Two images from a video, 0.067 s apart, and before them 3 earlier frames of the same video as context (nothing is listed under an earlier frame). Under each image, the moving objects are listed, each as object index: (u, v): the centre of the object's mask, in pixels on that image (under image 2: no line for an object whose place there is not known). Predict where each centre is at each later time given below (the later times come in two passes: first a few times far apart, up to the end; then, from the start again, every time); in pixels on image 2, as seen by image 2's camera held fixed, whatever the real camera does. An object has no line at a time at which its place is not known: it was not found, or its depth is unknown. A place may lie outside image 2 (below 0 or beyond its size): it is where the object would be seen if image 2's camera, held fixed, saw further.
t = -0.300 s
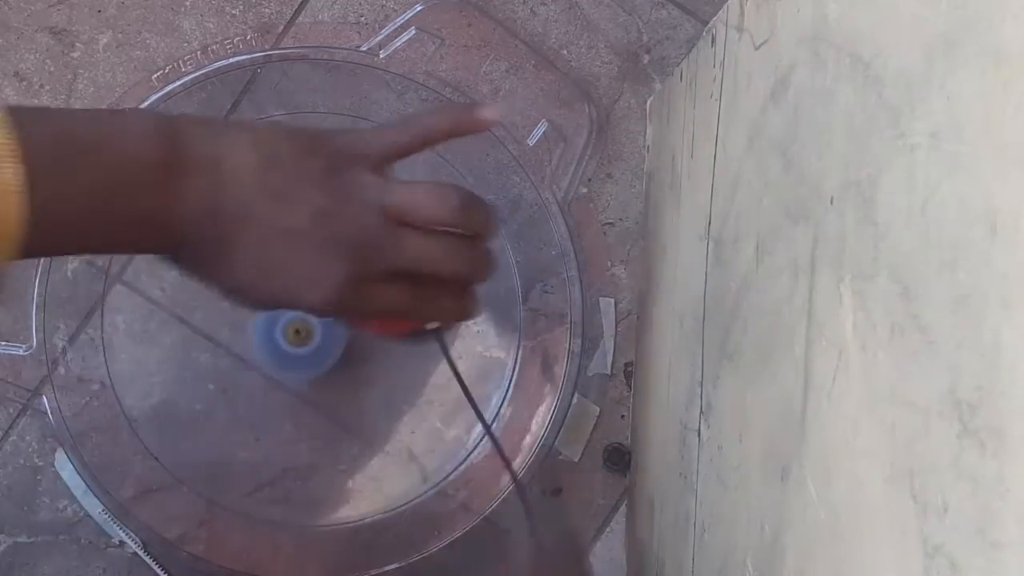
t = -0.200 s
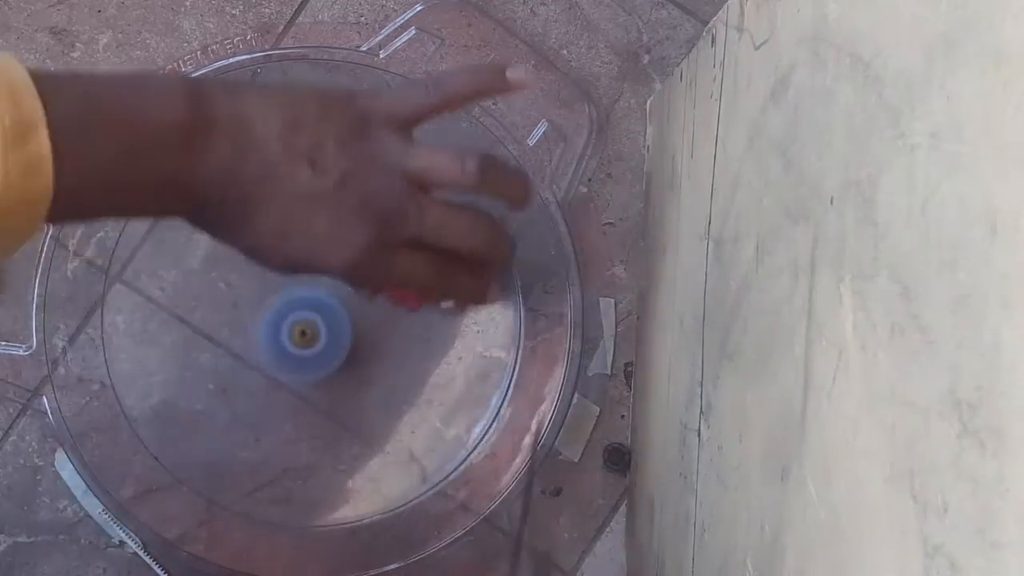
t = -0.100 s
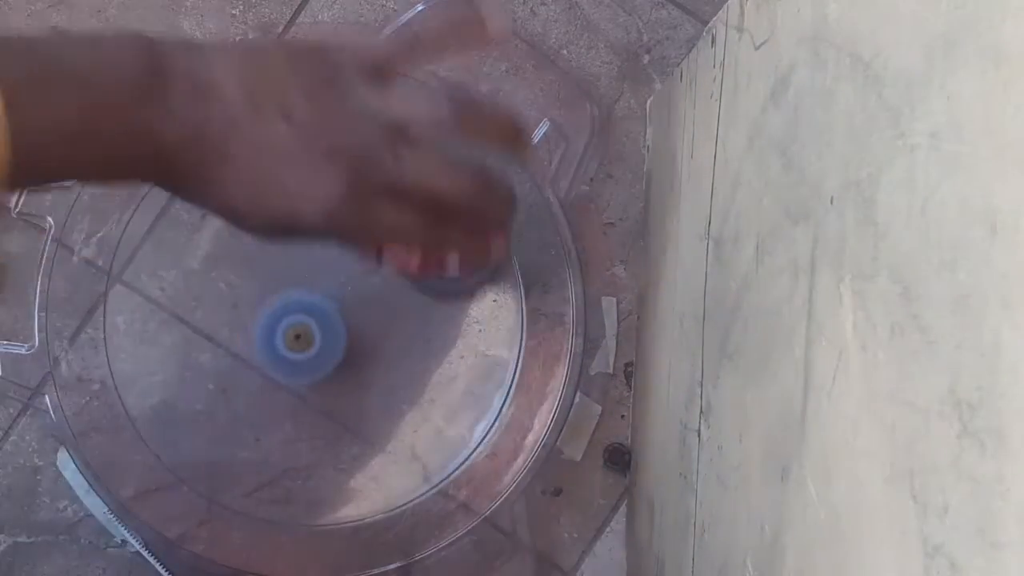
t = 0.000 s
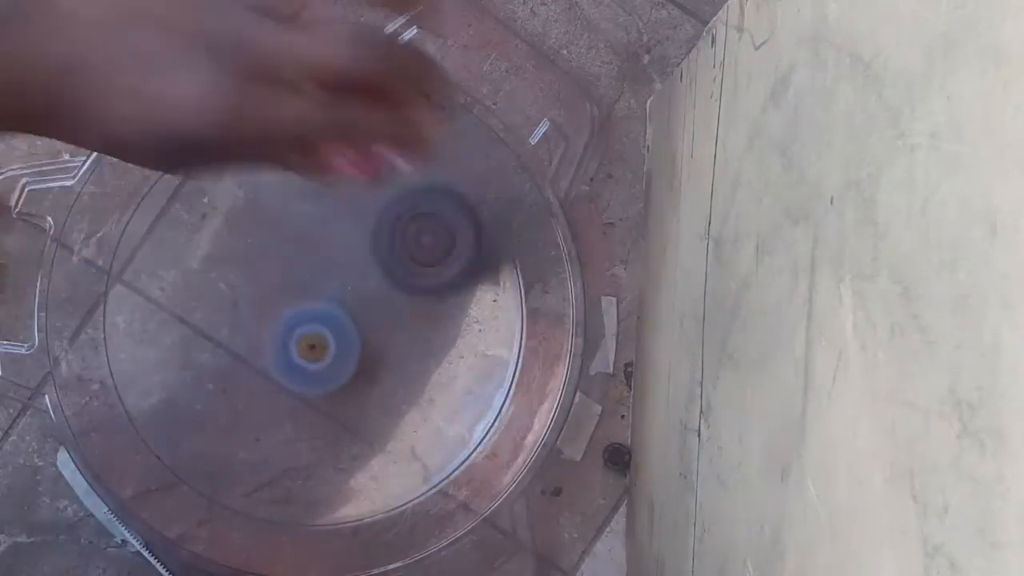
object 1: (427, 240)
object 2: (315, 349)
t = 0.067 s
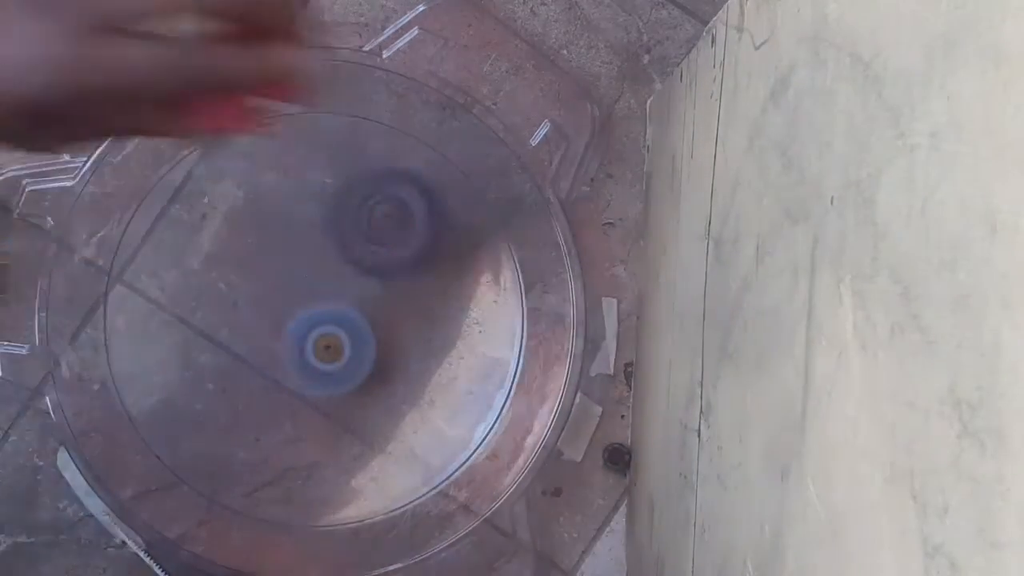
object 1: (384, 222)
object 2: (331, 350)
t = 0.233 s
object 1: (283, 223)
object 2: (345, 357)
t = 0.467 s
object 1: (192, 385)
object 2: (354, 349)
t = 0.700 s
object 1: (271, 487)
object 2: (336, 328)
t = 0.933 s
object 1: (357, 425)
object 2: (326, 263)
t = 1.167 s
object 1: (348, 365)
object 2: (362, 255)
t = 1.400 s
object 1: (280, 473)
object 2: (367, 187)
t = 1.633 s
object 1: (308, 474)
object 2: (341, 228)
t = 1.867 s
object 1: (283, 366)
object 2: (265, 261)
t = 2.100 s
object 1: (246, 346)
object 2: (238, 221)
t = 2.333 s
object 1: (238, 336)
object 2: (254, 216)
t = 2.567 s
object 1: (279, 364)
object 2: (310, 183)
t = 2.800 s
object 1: (345, 343)
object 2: (353, 200)
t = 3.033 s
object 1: (357, 333)
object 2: (371, 185)
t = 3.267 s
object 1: (338, 326)
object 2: (372, 212)
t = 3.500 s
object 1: (285, 380)
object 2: (344, 212)
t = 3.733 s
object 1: (276, 403)
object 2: (320, 263)
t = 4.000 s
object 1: (284, 395)
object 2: (303, 279)
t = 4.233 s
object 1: (300, 409)
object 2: (303, 221)
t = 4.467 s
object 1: (326, 378)
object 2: (303, 221)
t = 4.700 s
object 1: (331, 366)
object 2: (282, 179)
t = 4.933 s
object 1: (328, 361)
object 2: (290, 192)
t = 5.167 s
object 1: (297, 342)
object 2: (319, 221)
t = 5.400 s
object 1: (265, 342)
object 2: (365, 227)
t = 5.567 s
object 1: (265, 330)
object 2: (379, 246)
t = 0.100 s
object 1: (361, 211)
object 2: (336, 349)
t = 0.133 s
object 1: (339, 201)
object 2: (338, 349)
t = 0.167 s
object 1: (319, 205)
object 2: (341, 351)
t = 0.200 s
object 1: (299, 211)
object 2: (344, 354)
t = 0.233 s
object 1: (283, 223)
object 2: (345, 357)
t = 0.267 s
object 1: (267, 245)
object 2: (344, 356)
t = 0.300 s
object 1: (255, 267)
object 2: (342, 354)
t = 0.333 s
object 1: (248, 297)
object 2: (343, 349)
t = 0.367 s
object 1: (238, 318)
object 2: (347, 348)
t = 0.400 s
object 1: (216, 339)
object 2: (354, 349)
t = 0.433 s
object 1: (201, 356)
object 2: (353, 350)
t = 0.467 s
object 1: (192, 385)
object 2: (354, 349)
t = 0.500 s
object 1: (187, 416)
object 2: (352, 340)
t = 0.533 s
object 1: (190, 438)
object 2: (350, 335)
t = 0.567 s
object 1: (203, 459)
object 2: (348, 329)
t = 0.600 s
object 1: (217, 474)
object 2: (345, 327)
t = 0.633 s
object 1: (236, 486)
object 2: (344, 327)
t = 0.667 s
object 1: (253, 489)
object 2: (341, 327)
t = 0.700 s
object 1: (271, 487)
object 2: (336, 328)
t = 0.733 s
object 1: (294, 478)
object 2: (332, 330)
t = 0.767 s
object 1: (314, 467)
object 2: (327, 332)
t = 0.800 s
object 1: (330, 450)
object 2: (321, 334)
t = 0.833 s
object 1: (337, 433)
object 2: (322, 329)
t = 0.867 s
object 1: (345, 430)
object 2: (327, 307)
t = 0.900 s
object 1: (356, 430)
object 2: (325, 282)
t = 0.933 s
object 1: (357, 425)
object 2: (326, 263)
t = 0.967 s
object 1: (360, 420)
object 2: (326, 253)
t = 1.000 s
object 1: (360, 412)
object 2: (331, 248)
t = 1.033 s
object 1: (362, 404)
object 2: (339, 246)
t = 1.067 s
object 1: (361, 395)
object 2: (345, 245)
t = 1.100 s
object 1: (359, 386)
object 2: (352, 247)
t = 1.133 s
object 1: (356, 375)
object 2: (357, 250)
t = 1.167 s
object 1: (348, 365)
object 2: (362, 255)
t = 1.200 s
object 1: (338, 360)
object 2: (365, 258)
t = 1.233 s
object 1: (320, 384)
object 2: (374, 229)
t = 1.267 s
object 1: (302, 408)
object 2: (376, 203)
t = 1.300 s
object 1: (291, 428)
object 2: (374, 189)
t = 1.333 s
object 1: (284, 447)
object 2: (371, 183)
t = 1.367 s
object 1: (280, 462)
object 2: (369, 183)
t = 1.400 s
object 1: (280, 473)
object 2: (367, 187)
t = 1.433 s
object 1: (284, 483)
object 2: (366, 193)
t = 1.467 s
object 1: (286, 490)
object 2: (365, 200)
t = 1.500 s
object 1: (290, 492)
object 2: (362, 207)
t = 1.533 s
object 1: (295, 492)
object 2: (360, 214)
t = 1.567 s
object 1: (299, 487)
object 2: (356, 221)
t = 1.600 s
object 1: (304, 482)
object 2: (350, 226)
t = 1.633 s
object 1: (308, 474)
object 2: (341, 228)
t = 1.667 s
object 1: (310, 463)
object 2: (331, 231)
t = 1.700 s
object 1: (312, 450)
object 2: (320, 235)
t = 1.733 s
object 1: (311, 435)
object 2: (309, 239)
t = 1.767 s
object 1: (307, 418)
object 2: (297, 244)
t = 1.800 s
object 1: (300, 400)
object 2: (286, 250)
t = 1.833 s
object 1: (291, 382)
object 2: (276, 256)
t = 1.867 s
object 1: (283, 366)
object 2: (265, 261)
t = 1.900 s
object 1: (270, 367)
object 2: (251, 246)
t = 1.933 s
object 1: (264, 365)
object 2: (239, 233)
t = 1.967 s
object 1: (257, 363)
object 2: (233, 225)
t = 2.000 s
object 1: (253, 360)
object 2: (231, 221)
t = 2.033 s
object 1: (249, 356)
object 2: (232, 220)
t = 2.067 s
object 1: (246, 352)
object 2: (235, 221)
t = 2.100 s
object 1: (246, 346)
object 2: (238, 221)
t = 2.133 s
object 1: (243, 342)
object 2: (240, 220)
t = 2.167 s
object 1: (242, 337)
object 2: (241, 221)
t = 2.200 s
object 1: (239, 332)
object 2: (241, 222)
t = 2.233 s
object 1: (235, 336)
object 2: (245, 216)
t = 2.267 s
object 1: (233, 337)
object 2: (247, 211)
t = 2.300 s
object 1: (235, 337)
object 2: (249, 212)
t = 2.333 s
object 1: (238, 336)
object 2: (254, 216)
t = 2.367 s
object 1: (241, 333)
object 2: (260, 223)
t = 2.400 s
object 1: (242, 332)
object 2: (266, 229)
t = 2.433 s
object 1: (243, 346)
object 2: (271, 215)
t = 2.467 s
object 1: (248, 357)
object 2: (277, 200)
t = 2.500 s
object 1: (258, 360)
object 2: (287, 189)
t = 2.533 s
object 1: (269, 364)
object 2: (298, 185)
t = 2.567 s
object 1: (279, 364)
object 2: (310, 183)
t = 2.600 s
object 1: (289, 365)
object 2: (320, 182)
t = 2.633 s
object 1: (299, 367)
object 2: (327, 181)
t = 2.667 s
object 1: (308, 366)
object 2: (334, 182)
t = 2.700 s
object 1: (322, 364)
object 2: (342, 186)
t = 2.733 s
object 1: (332, 357)
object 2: (347, 191)
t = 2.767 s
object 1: (340, 350)
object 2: (349, 196)
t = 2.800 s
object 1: (345, 343)
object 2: (353, 200)
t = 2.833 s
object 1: (351, 338)
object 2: (358, 207)
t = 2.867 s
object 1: (359, 331)
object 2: (361, 214)
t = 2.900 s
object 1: (359, 328)
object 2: (357, 211)
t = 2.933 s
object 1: (359, 332)
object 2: (360, 195)
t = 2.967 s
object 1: (356, 334)
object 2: (362, 188)
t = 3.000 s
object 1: (357, 336)
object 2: (367, 186)
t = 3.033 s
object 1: (357, 333)
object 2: (371, 185)
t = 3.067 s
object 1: (356, 331)
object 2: (371, 185)
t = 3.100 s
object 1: (350, 330)
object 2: (373, 187)
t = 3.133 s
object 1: (349, 331)
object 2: (377, 192)
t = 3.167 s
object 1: (349, 327)
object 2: (379, 197)
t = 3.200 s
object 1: (343, 324)
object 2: (377, 203)
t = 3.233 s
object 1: (339, 326)
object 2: (375, 206)
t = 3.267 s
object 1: (338, 326)
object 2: (372, 212)
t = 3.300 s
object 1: (332, 324)
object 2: (364, 222)
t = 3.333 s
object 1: (321, 329)
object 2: (358, 220)
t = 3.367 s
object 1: (312, 343)
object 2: (353, 210)
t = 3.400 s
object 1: (305, 351)
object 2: (351, 209)
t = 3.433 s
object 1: (296, 359)
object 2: (347, 209)
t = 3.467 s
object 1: (289, 372)
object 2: (344, 208)
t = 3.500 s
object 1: (285, 380)
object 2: (344, 212)
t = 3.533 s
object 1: (281, 388)
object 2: (341, 218)
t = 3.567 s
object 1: (276, 397)
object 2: (338, 222)
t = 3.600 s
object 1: (277, 401)
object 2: (337, 228)
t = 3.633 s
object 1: (277, 401)
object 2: (334, 237)
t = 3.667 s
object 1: (271, 406)
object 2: (327, 244)
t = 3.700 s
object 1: (274, 406)
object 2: (324, 251)
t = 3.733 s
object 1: (276, 403)
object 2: (320, 263)
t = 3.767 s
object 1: (274, 403)
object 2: (313, 273)
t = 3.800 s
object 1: (280, 402)
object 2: (310, 282)
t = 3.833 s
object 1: (281, 399)
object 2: (308, 294)
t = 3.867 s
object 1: (277, 404)
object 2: (305, 288)
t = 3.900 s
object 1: (280, 407)
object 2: (301, 280)
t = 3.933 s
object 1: (281, 402)
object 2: (302, 278)
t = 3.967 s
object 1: (277, 402)
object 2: (299, 280)
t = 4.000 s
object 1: (284, 395)
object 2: (303, 279)
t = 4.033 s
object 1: (284, 388)
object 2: (304, 285)
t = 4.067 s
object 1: (287, 388)
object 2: (304, 284)
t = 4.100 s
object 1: (288, 396)
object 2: (301, 263)
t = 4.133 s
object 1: (287, 401)
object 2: (299, 249)
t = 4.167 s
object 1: (295, 406)
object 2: (302, 237)
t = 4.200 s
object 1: (299, 406)
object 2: (300, 228)
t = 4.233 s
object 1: (300, 409)
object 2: (303, 221)
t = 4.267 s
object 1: (308, 408)
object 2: (301, 215)
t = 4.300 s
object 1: (310, 404)
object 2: (304, 212)
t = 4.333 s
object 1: (315, 404)
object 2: (301, 212)
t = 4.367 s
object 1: (318, 396)
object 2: (304, 211)
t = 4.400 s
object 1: (318, 393)
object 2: (301, 214)
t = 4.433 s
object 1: (327, 386)
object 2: (307, 218)
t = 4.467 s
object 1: (326, 378)
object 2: (303, 221)
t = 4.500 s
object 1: (329, 372)
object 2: (309, 226)
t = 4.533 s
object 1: (333, 361)
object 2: (306, 230)
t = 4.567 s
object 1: (329, 350)
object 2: (309, 241)
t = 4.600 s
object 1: (330, 354)
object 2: (299, 222)
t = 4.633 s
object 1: (330, 361)
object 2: (296, 203)
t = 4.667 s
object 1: (334, 365)
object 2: (287, 184)
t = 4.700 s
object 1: (331, 366)
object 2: (282, 179)
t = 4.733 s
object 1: (335, 371)
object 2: (285, 177)
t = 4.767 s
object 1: (332, 368)
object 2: (282, 172)
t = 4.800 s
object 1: (332, 371)
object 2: (284, 177)
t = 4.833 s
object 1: (332, 365)
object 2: (286, 177)
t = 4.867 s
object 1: (331, 368)
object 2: (287, 184)
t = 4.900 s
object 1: (332, 362)
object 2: (292, 186)
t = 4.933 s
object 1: (328, 361)
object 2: (290, 192)
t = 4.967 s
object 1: (328, 355)
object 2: (296, 201)
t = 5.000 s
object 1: (324, 353)
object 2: (300, 208)
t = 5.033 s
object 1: (323, 345)
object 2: (303, 220)
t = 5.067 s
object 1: (317, 344)
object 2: (307, 228)
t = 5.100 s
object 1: (313, 339)
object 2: (307, 231)
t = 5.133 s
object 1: (303, 343)
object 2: (311, 228)
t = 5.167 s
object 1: (297, 342)
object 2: (319, 221)
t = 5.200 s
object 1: (291, 347)
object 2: (326, 222)
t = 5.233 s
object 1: (281, 344)
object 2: (334, 221)
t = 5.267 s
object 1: (280, 348)
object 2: (342, 225)
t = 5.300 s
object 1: (269, 345)
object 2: (355, 223)
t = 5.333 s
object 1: (271, 347)
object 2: (354, 220)
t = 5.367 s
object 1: (262, 347)
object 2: (359, 227)
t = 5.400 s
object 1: (265, 342)
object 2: (365, 227)
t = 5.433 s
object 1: (261, 347)
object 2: (367, 232)
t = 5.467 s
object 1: (262, 338)
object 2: (375, 233)
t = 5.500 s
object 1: (261, 340)
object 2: (373, 234)
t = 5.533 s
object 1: (257, 332)
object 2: (376, 244)
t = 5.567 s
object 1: (265, 330)
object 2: (379, 246)
